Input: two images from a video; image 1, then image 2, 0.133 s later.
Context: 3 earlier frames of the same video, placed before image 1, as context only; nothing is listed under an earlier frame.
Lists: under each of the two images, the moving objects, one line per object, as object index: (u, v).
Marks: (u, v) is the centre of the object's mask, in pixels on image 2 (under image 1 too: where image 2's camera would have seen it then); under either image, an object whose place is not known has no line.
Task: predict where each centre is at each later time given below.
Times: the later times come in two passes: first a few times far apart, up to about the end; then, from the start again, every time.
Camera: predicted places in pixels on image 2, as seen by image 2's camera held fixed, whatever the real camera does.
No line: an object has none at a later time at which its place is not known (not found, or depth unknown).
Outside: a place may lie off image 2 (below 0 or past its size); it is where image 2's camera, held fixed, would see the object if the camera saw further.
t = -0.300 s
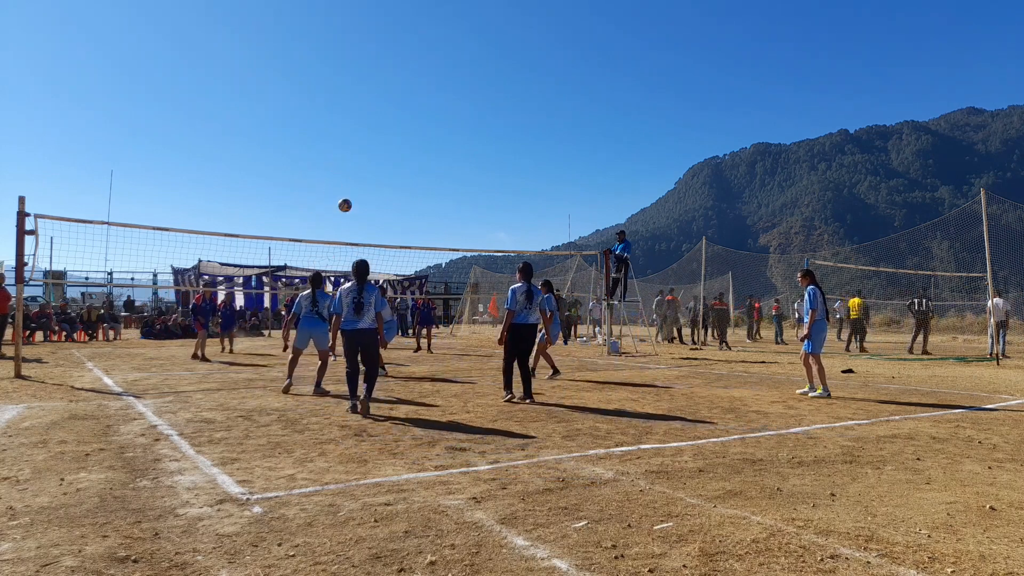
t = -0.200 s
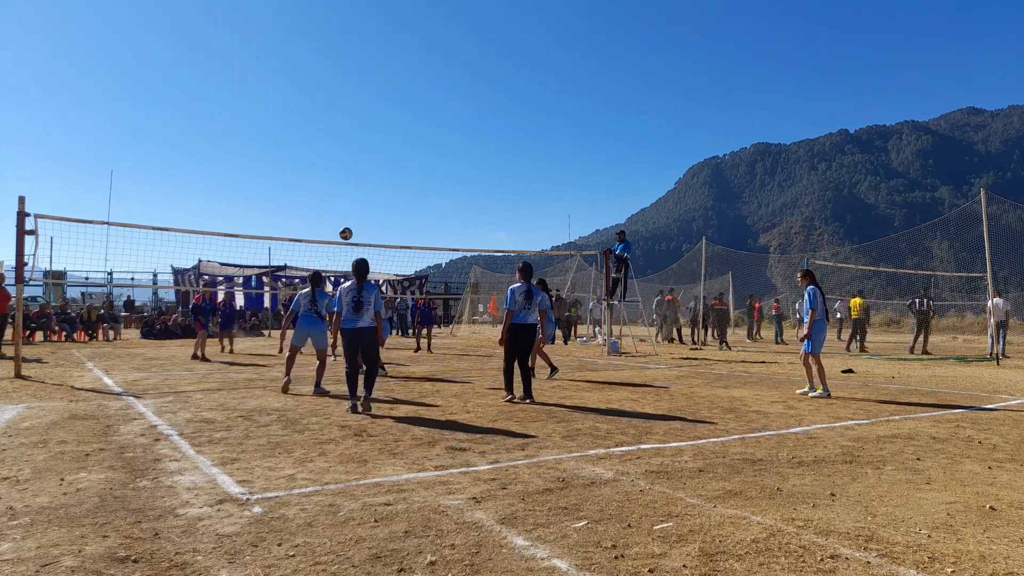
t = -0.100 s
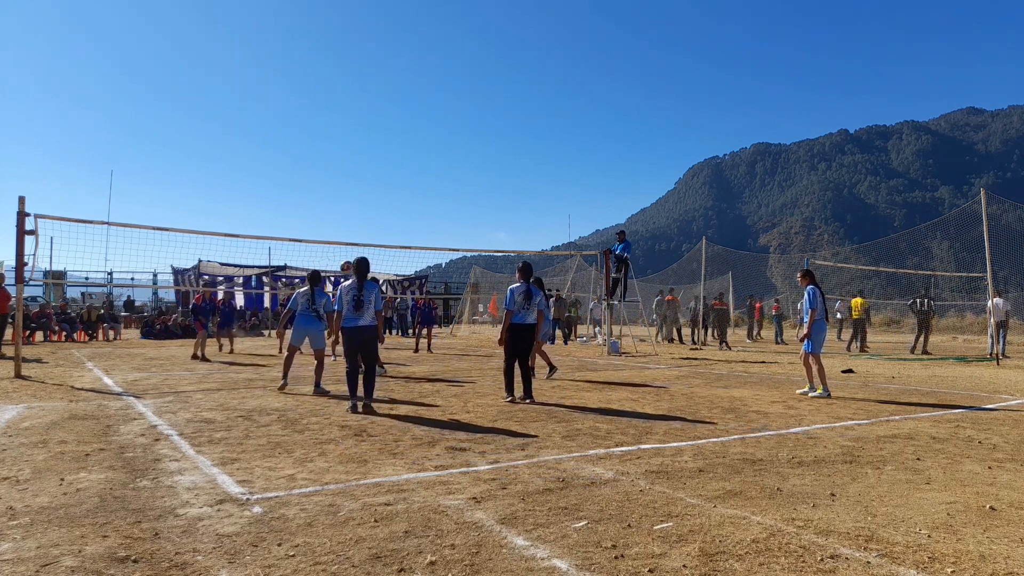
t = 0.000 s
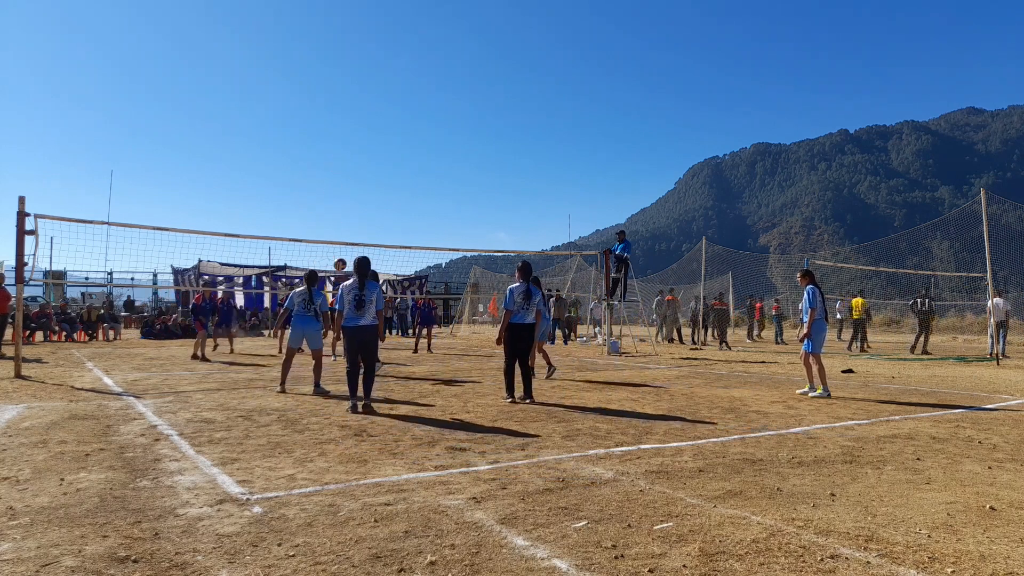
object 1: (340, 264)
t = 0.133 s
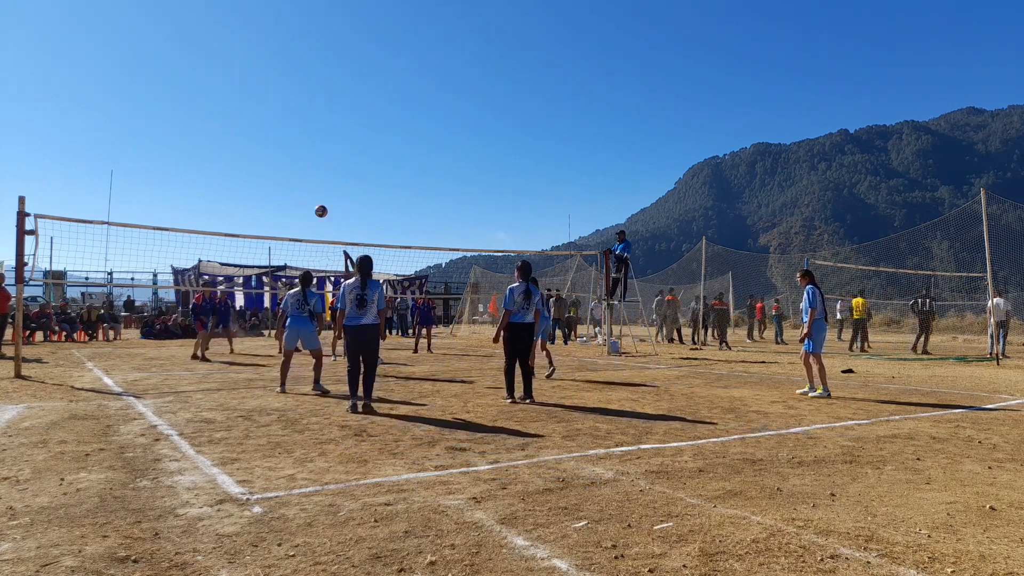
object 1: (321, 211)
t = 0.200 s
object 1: (311, 189)
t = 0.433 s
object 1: (280, 136)
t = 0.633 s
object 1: (255, 117)
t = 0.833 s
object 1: (231, 121)
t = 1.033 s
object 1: (209, 146)
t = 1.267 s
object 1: (184, 198)
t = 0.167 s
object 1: (316, 200)
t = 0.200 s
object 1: (311, 189)
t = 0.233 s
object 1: (307, 179)
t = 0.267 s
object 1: (302, 170)
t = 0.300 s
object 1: (298, 162)
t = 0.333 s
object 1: (293, 154)
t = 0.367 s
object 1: (289, 147)
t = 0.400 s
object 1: (284, 141)
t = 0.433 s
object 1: (280, 136)
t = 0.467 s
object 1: (276, 131)
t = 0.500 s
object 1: (271, 127)
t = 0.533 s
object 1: (267, 123)
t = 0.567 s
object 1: (263, 121)
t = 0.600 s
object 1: (259, 119)
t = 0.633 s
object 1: (255, 117)
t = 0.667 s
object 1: (251, 117)
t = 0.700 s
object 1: (247, 116)
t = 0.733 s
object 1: (243, 117)
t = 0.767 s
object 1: (239, 117)
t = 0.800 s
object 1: (235, 119)
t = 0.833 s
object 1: (231, 121)
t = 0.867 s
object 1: (227, 124)
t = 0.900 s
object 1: (223, 127)
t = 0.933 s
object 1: (220, 131)
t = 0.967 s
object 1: (216, 135)
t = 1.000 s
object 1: (212, 140)
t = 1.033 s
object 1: (209, 146)
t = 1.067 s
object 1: (205, 152)
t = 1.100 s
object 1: (202, 159)
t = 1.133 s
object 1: (198, 165)
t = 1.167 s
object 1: (194, 173)
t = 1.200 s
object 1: (191, 181)
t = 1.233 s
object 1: (188, 189)
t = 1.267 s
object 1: (184, 198)
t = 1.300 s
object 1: (181, 207)
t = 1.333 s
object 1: (178, 217)
